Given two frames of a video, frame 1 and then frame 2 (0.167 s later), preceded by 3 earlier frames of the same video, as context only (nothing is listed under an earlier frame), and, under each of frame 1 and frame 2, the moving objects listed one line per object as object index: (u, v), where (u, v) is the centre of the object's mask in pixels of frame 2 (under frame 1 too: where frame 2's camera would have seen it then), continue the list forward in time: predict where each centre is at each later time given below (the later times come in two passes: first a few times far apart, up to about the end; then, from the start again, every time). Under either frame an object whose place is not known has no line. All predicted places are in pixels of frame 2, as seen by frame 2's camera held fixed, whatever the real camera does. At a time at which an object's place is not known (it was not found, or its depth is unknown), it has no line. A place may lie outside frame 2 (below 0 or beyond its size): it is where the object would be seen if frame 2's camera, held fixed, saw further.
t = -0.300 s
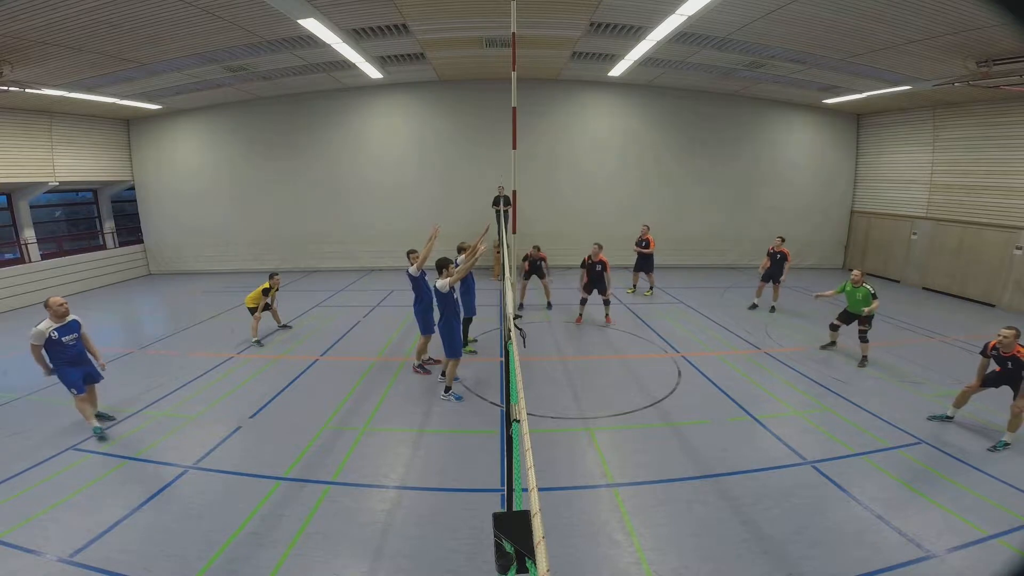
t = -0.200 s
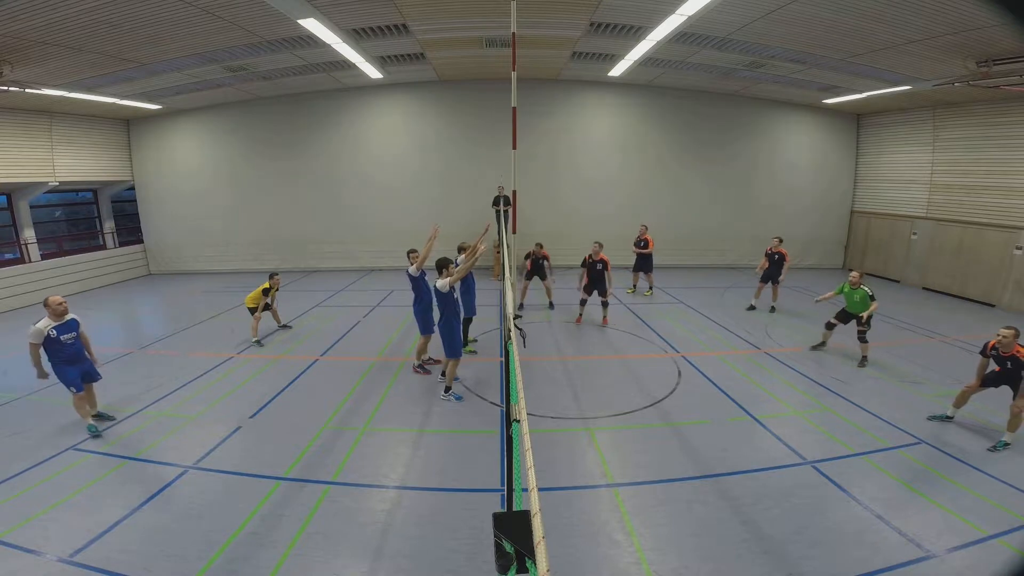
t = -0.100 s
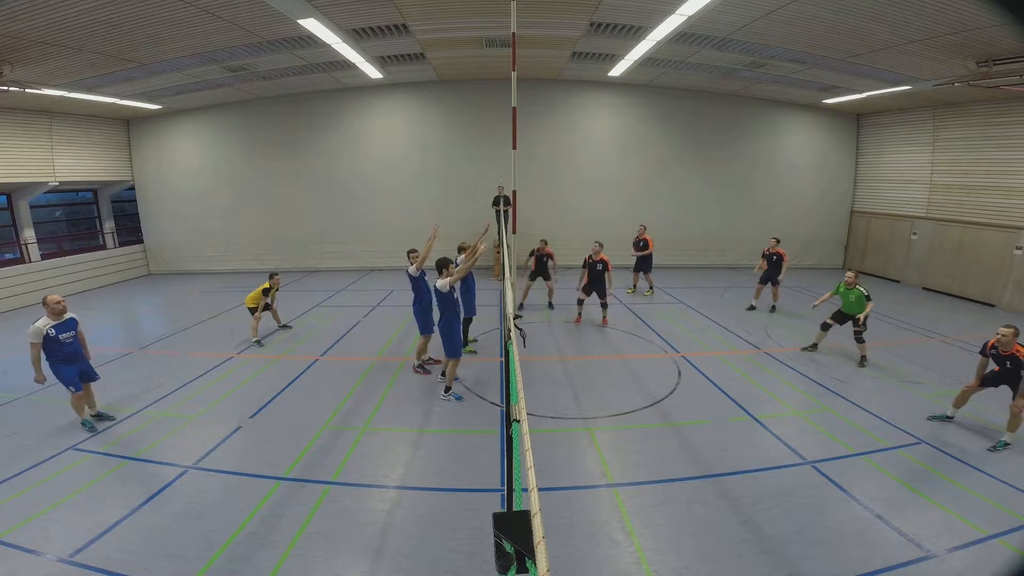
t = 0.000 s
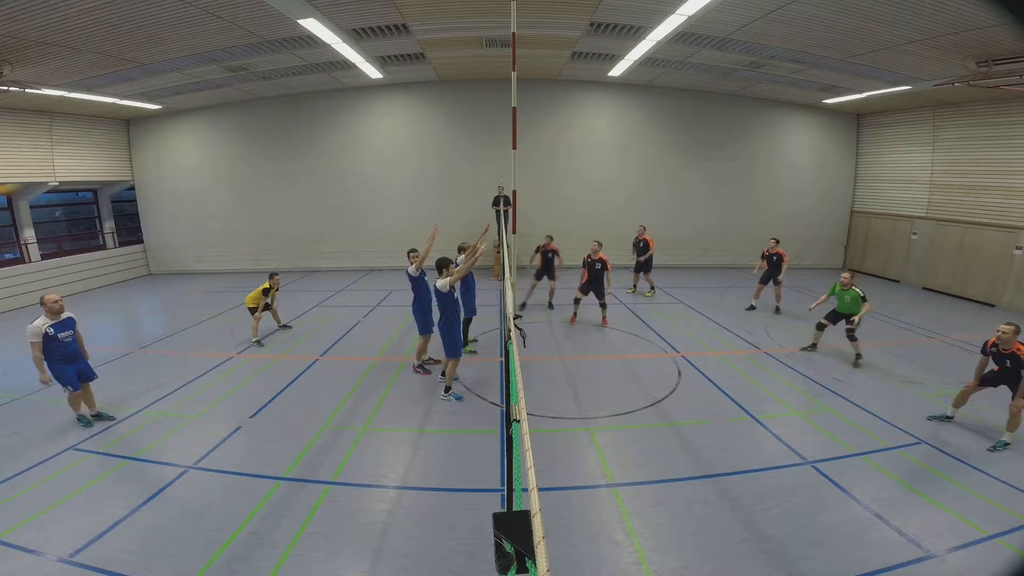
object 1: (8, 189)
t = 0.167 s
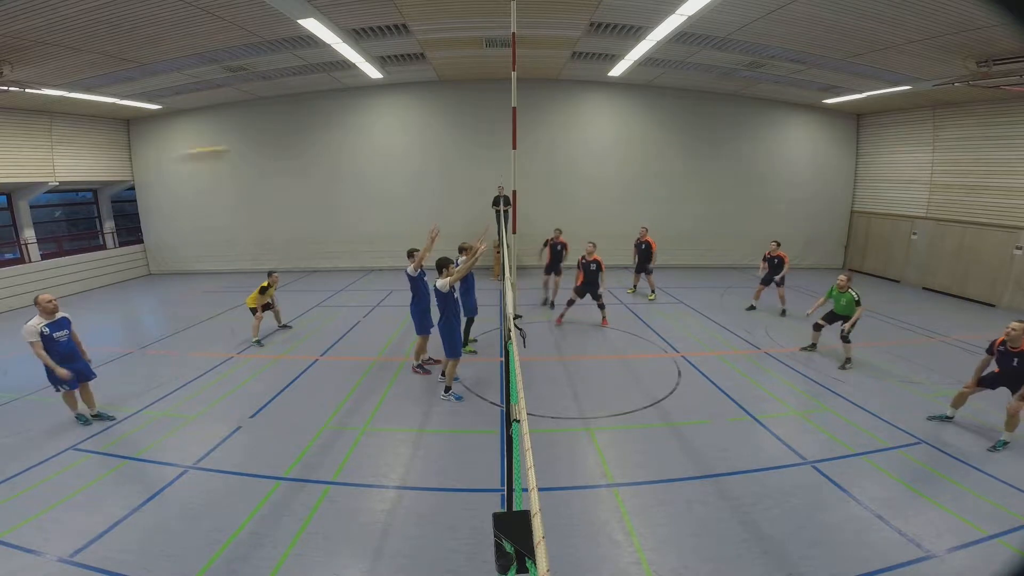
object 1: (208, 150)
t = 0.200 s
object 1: (248, 147)
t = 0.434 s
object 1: (499, 149)
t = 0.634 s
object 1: (647, 185)
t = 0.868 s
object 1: (749, 233)
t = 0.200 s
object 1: (248, 147)
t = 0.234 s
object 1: (287, 144)
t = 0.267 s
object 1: (324, 143)
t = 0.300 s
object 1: (367, 143)
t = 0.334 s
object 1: (403, 144)
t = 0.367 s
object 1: (438, 143)
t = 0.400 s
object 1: (470, 146)
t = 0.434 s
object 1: (499, 149)
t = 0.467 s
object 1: (529, 155)
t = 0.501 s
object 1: (554, 161)
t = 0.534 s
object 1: (581, 167)
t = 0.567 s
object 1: (604, 171)
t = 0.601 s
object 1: (626, 178)
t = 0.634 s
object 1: (647, 185)
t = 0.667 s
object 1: (662, 192)
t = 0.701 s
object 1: (678, 197)
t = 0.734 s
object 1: (696, 205)
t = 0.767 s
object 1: (711, 212)
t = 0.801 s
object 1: (724, 219)
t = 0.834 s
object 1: (735, 226)
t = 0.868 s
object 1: (749, 233)
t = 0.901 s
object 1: (758, 245)
